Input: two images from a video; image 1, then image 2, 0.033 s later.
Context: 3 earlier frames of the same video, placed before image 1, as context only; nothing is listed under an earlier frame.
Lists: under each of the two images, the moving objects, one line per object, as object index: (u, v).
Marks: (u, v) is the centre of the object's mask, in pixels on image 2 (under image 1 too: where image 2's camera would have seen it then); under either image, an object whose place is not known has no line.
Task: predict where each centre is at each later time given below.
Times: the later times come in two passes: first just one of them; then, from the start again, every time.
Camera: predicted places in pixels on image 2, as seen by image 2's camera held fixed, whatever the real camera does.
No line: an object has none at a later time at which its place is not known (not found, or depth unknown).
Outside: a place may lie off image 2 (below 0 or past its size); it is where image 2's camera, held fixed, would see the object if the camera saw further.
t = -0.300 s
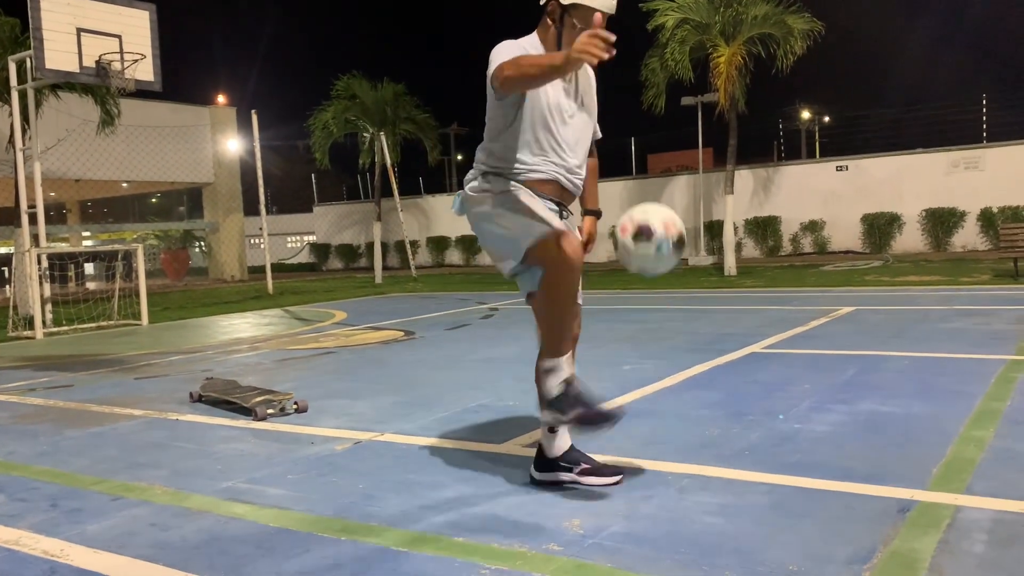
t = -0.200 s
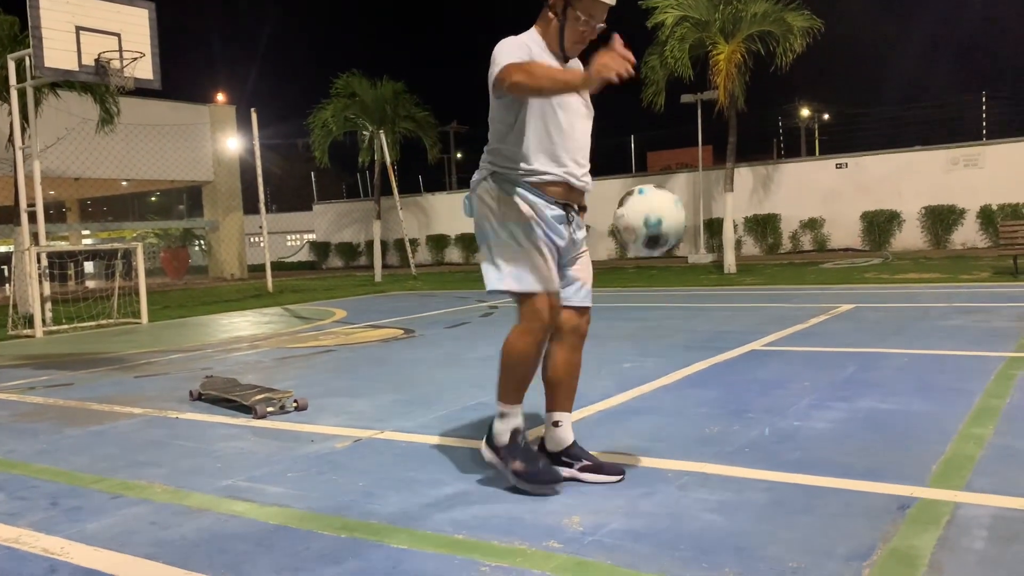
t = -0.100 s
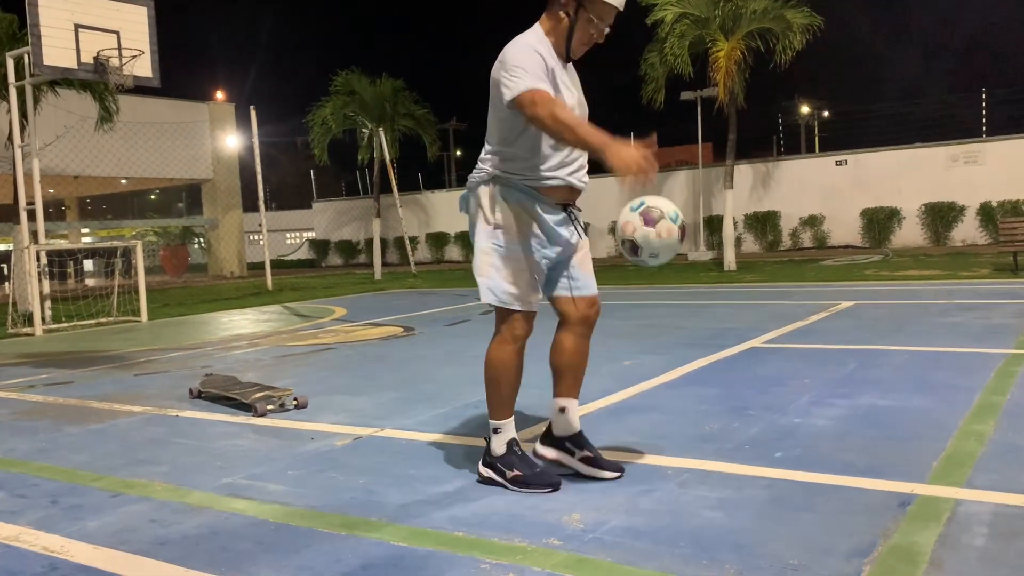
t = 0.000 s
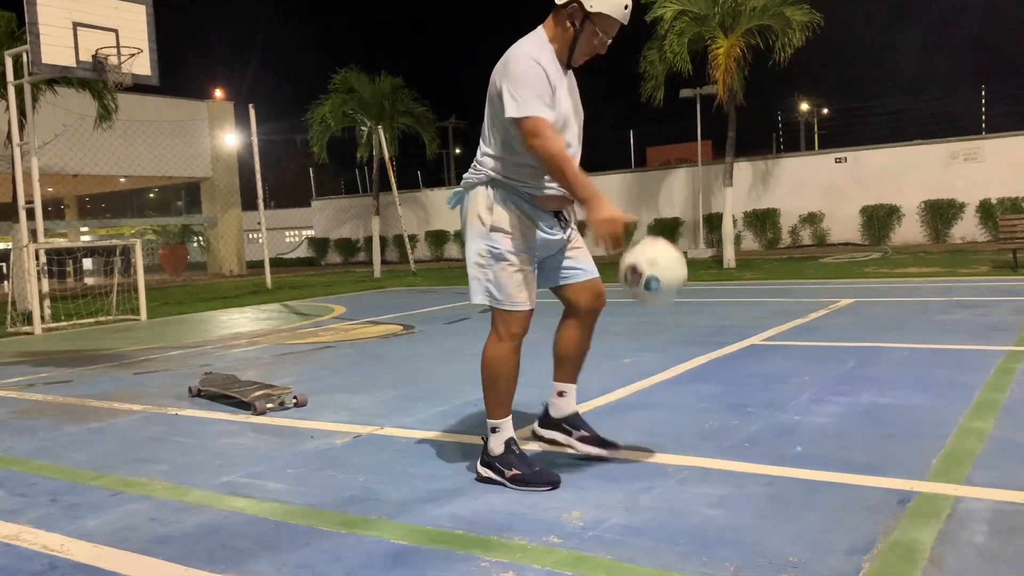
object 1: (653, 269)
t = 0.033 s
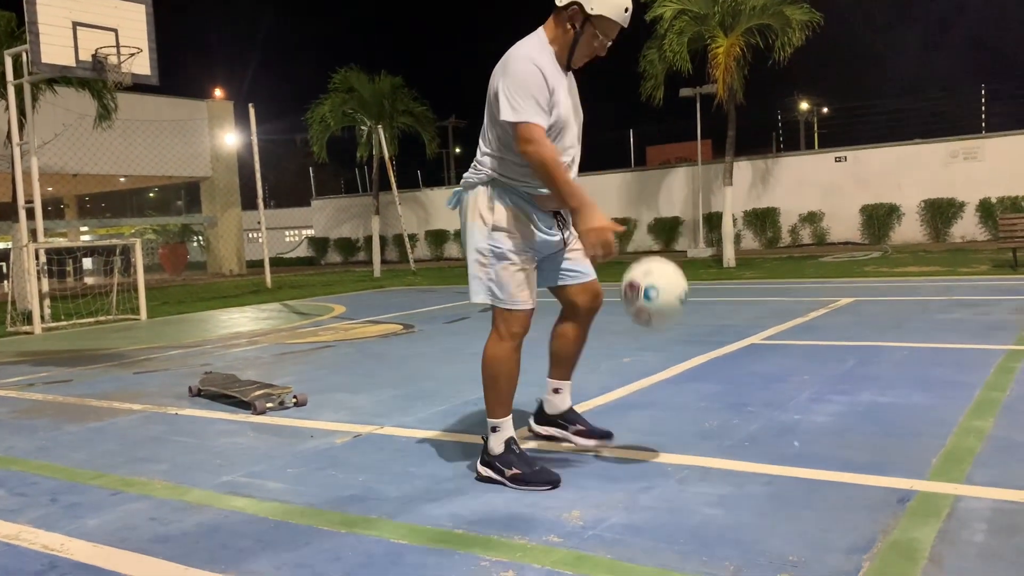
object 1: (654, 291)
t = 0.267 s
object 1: (655, 392)
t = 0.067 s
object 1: (656, 313)
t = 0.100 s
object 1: (657, 339)
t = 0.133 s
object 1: (659, 369)
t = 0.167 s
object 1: (662, 403)
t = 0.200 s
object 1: (664, 437)
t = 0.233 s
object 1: (660, 419)
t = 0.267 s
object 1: (655, 392)
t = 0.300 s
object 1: (651, 369)
